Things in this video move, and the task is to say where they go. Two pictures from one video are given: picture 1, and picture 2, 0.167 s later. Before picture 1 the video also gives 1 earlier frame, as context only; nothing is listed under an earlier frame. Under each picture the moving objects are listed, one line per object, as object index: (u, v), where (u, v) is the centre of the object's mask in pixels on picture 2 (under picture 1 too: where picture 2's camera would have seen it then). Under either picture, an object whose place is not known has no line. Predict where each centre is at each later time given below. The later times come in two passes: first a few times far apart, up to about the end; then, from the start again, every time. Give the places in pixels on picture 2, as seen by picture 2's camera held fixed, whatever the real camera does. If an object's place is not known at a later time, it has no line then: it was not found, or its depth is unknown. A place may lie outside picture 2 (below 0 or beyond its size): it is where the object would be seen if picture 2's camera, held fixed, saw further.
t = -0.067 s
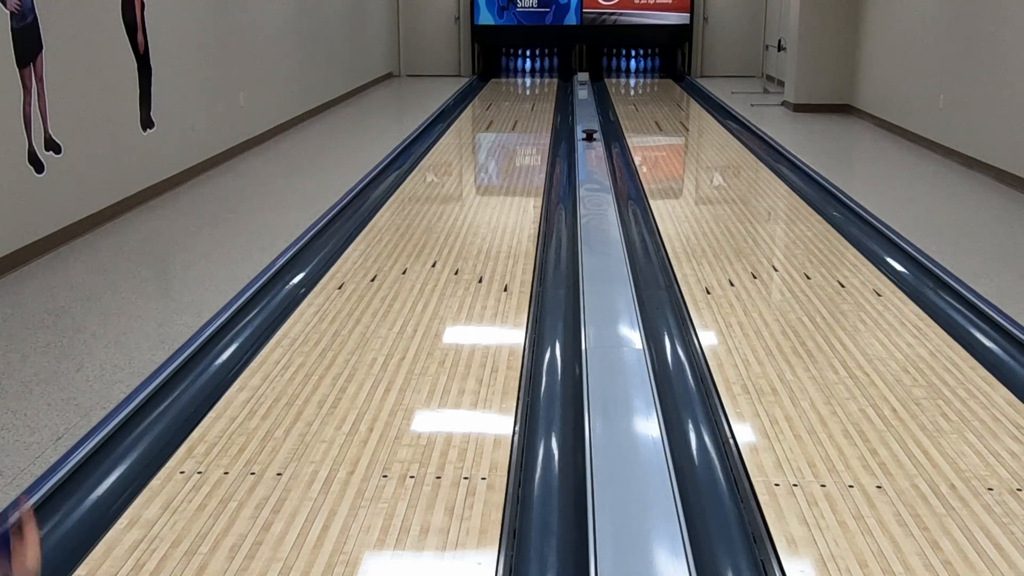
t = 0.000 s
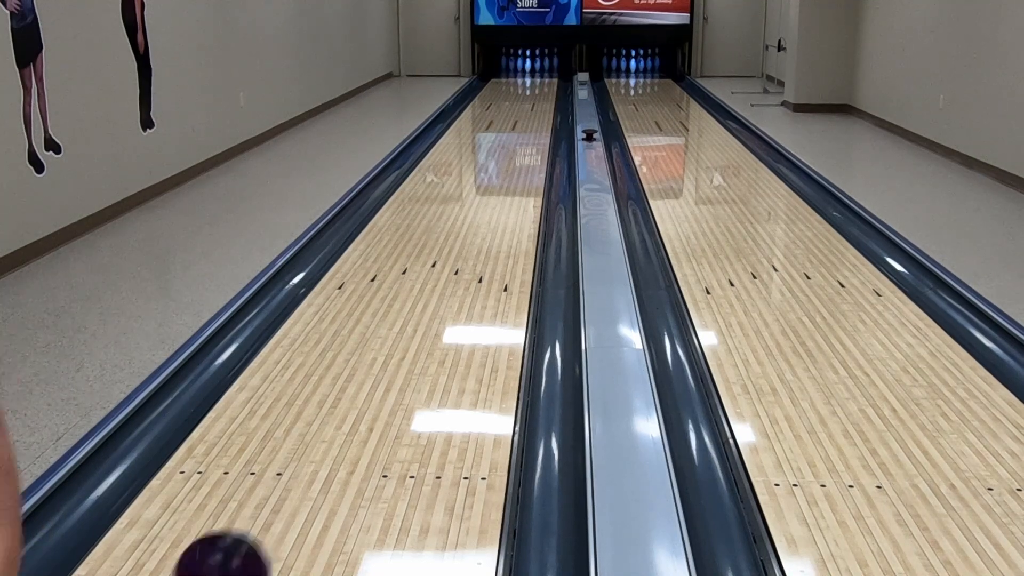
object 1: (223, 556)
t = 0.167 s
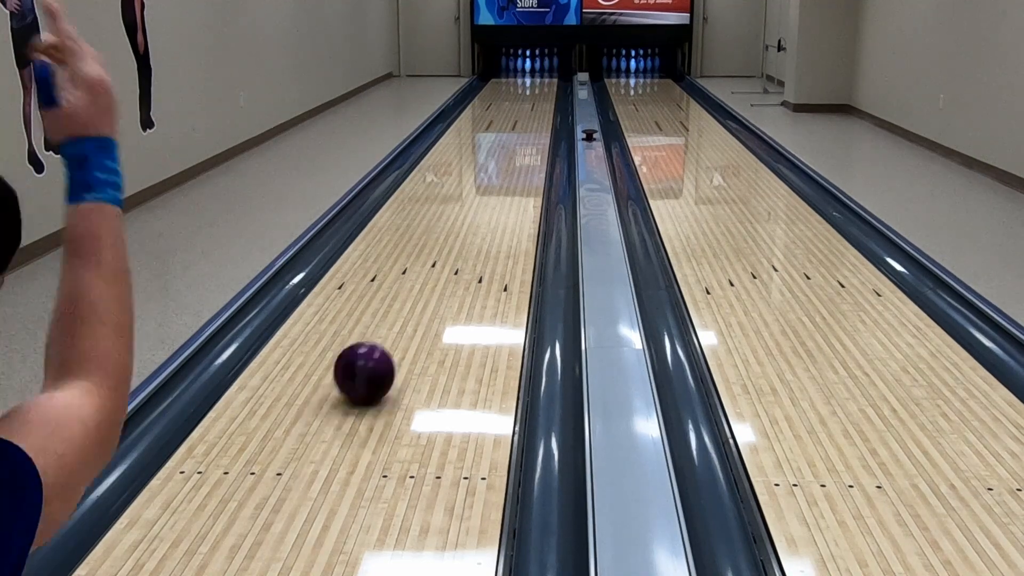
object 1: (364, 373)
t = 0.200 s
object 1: (381, 348)
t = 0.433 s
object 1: (457, 234)
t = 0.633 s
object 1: (492, 182)
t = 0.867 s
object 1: (516, 144)
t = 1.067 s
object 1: (530, 121)
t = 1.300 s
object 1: (540, 102)
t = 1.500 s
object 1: (543, 89)
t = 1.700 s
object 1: (542, 80)
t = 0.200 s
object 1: (381, 348)
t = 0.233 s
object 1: (396, 326)
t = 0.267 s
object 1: (410, 306)
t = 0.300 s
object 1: (421, 289)
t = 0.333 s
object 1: (432, 273)
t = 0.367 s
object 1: (441, 259)
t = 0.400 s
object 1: (449, 246)
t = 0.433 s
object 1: (457, 234)
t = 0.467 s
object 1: (465, 224)
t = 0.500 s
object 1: (471, 214)
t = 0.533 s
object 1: (477, 205)
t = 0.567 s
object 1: (482, 197)
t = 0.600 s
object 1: (487, 189)
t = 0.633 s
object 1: (492, 182)
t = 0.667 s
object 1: (496, 176)
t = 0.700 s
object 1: (500, 169)
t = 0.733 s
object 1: (504, 163)
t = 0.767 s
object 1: (507, 158)
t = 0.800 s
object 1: (510, 153)
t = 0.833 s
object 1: (513, 148)
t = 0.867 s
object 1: (516, 144)
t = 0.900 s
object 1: (519, 139)
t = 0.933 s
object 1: (521, 135)
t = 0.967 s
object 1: (524, 131)
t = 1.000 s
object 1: (526, 128)
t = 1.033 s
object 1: (528, 124)
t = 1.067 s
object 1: (530, 121)
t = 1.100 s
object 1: (532, 118)
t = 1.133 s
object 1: (533, 115)
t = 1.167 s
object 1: (535, 112)
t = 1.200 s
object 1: (536, 109)
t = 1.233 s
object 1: (538, 107)
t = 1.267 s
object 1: (539, 104)
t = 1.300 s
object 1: (540, 102)
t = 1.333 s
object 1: (541, 100)
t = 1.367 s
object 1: (541, 98)
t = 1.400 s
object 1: (542, 95)
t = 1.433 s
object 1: (542, 93)
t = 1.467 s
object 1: (543, 91)
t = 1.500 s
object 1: (543, 89)
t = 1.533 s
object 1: (543, 88)
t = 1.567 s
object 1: (543, 86)
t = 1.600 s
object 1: (543, 84)
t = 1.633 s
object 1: (543, 83)
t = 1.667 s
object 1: (543, 81)
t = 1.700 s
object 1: (542, 80)
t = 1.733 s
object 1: (542, 79)
